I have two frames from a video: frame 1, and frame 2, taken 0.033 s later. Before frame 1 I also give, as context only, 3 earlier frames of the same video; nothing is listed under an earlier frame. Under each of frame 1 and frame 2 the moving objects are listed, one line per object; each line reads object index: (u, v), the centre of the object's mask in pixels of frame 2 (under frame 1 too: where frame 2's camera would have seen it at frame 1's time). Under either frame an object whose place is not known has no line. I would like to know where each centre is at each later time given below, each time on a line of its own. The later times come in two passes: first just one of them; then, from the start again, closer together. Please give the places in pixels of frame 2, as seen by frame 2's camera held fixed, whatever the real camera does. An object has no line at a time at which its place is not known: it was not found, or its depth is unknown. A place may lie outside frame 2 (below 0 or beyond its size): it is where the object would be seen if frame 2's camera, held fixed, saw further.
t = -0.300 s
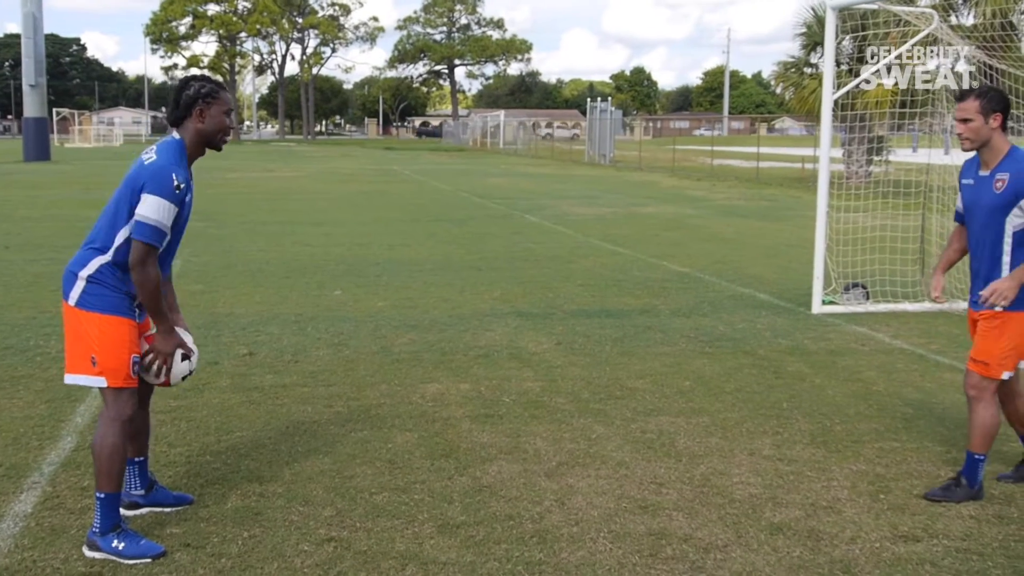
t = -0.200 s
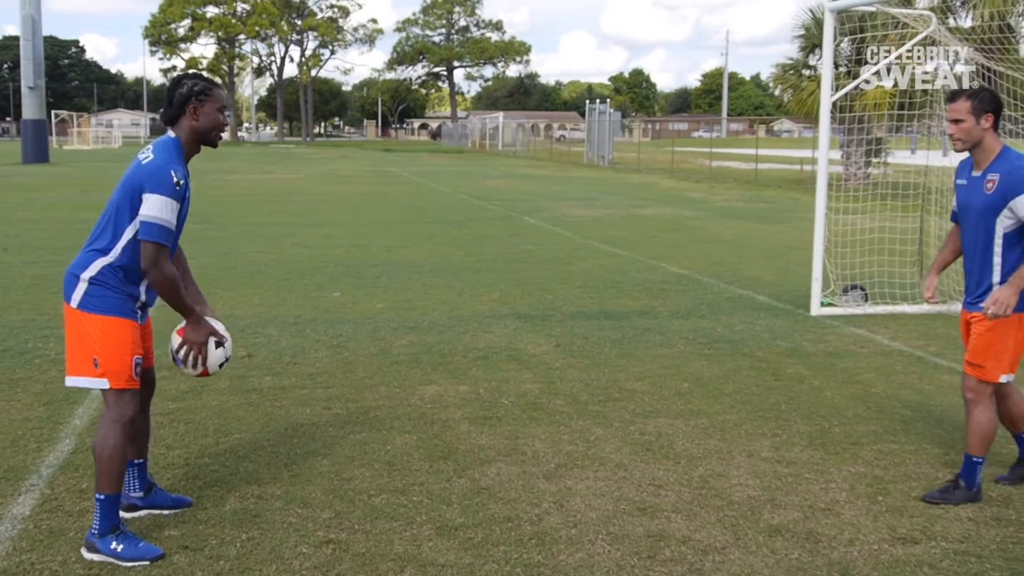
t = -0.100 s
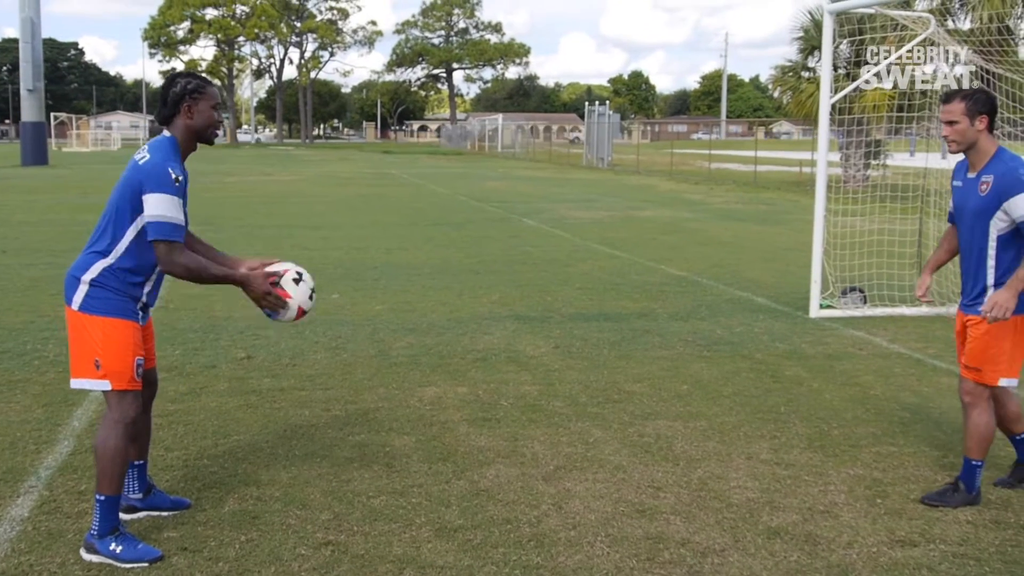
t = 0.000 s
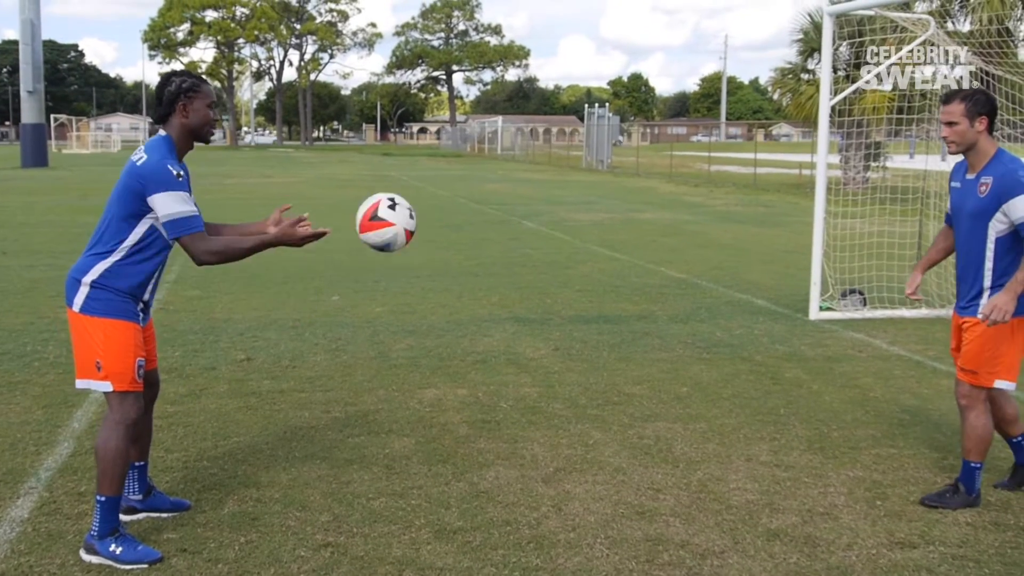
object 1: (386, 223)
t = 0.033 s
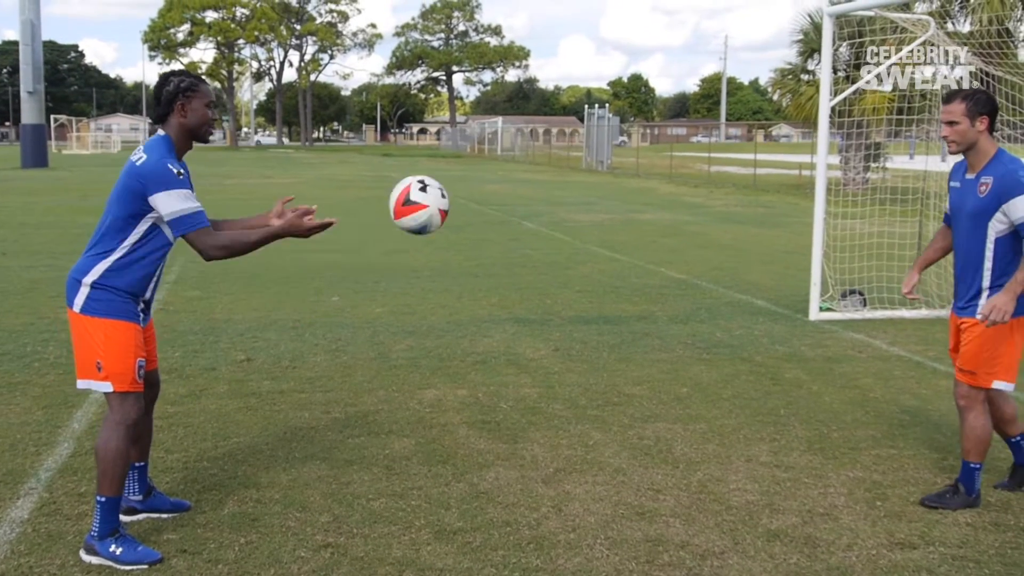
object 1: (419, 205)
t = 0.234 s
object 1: (609, 161)
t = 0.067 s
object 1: (452, 190)
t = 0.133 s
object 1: (517, 169)
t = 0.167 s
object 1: (548, 163)
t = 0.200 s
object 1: (579, 161)
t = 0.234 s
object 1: (609, 161)
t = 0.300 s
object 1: (668, 170)
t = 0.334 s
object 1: (697, 178)
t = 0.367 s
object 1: (724, 188)
